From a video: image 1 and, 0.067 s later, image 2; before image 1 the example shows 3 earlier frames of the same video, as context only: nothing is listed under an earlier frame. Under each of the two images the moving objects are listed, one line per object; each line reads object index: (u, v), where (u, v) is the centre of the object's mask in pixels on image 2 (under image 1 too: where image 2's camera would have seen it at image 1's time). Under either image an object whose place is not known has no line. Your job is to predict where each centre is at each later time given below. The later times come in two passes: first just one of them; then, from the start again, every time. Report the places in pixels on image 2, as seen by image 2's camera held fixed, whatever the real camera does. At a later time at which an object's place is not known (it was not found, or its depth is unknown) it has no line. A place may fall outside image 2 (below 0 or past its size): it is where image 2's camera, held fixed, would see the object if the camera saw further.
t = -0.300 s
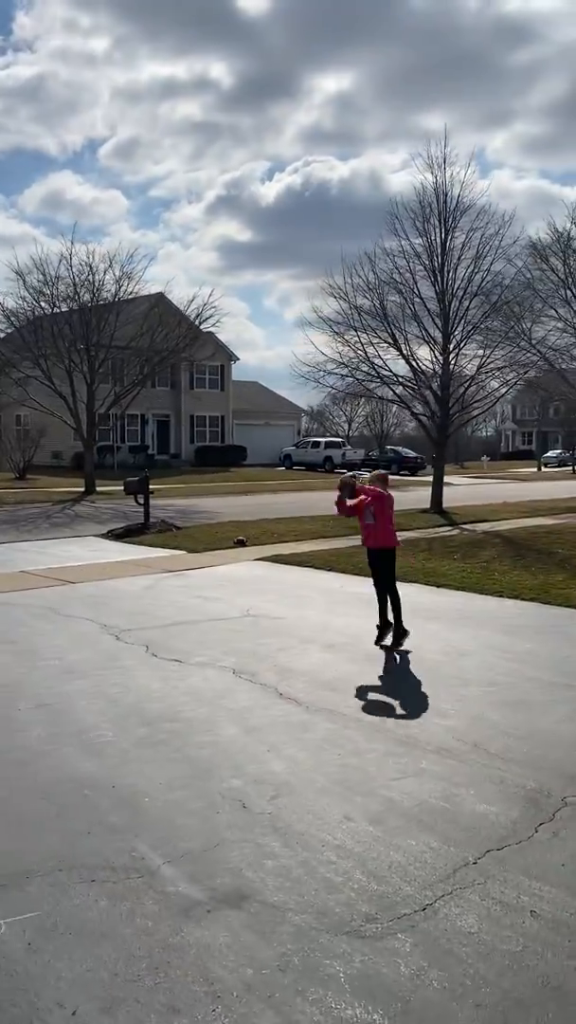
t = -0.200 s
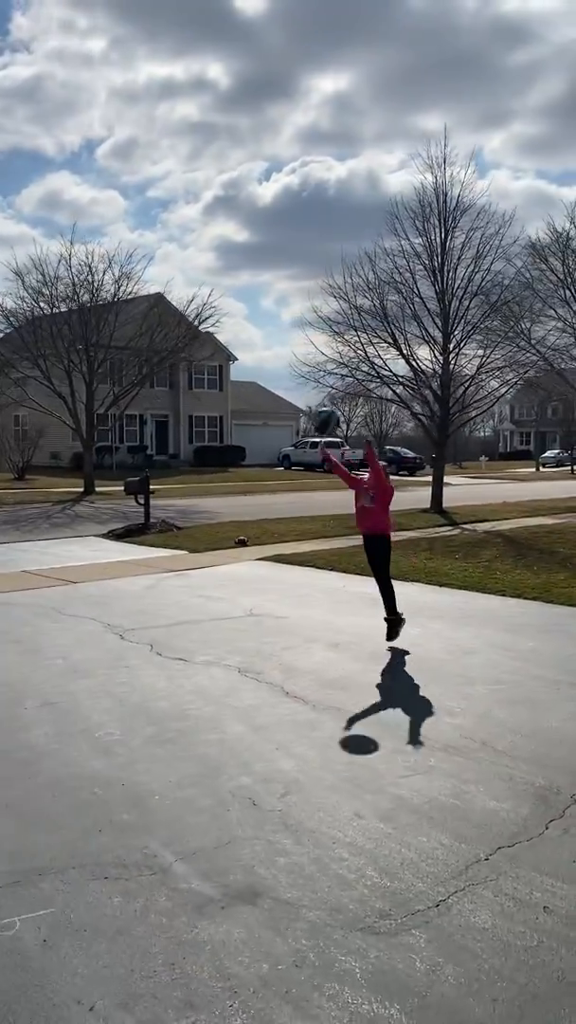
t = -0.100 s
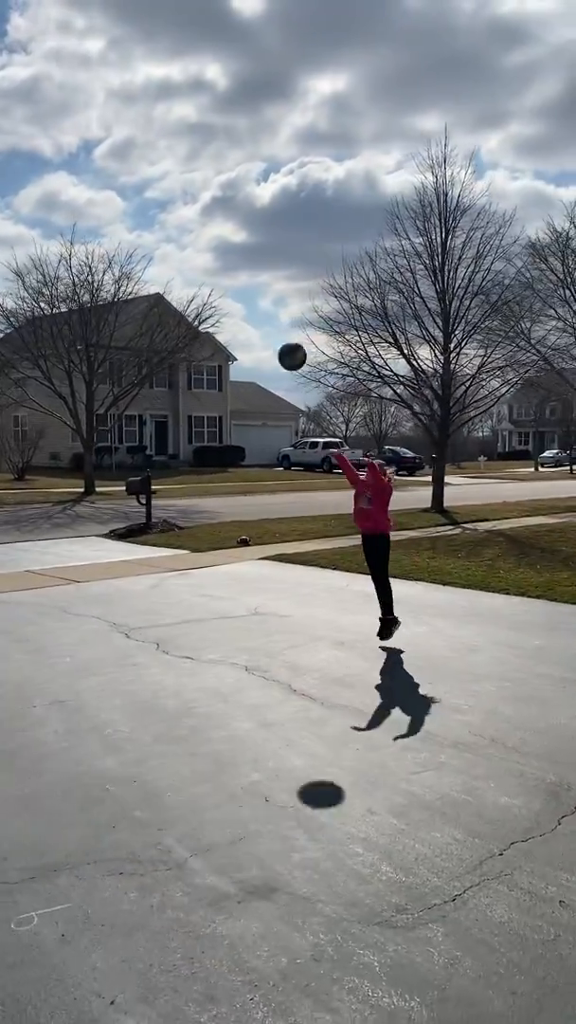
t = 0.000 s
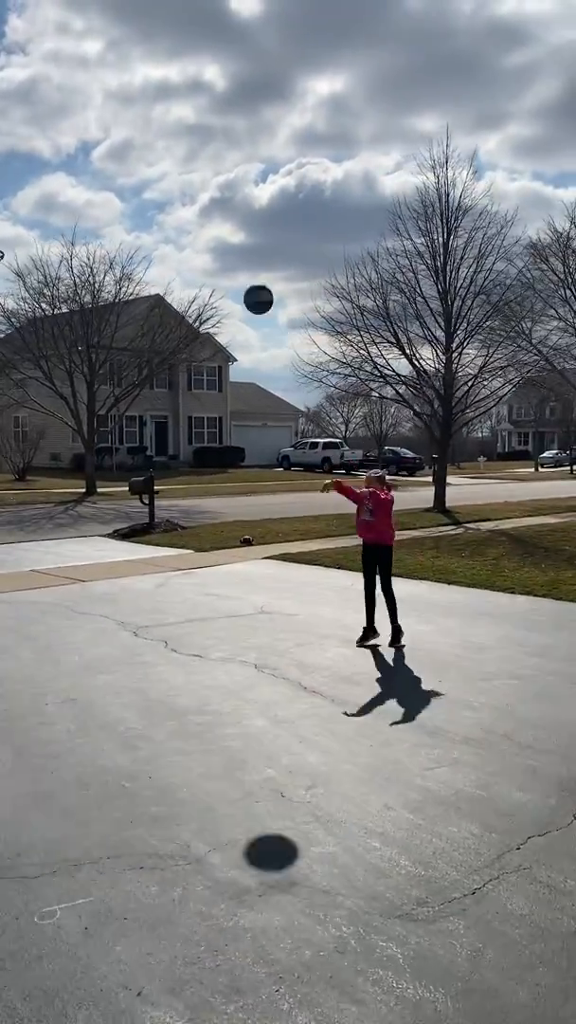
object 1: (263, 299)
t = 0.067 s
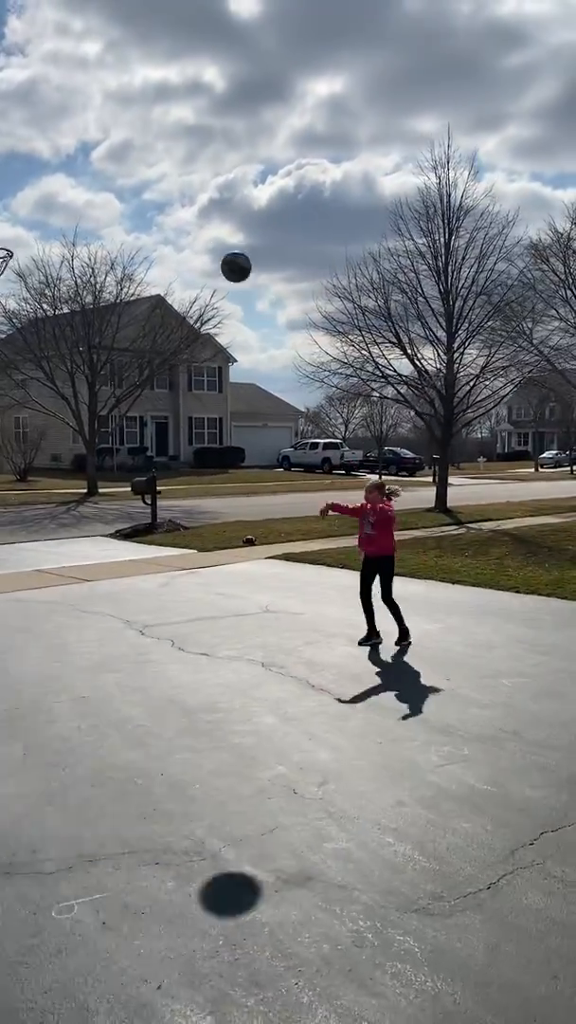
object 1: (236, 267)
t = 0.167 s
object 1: (195, 228)
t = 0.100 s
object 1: (222, 252)
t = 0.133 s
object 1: (209, 239)
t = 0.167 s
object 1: (195, 228)
